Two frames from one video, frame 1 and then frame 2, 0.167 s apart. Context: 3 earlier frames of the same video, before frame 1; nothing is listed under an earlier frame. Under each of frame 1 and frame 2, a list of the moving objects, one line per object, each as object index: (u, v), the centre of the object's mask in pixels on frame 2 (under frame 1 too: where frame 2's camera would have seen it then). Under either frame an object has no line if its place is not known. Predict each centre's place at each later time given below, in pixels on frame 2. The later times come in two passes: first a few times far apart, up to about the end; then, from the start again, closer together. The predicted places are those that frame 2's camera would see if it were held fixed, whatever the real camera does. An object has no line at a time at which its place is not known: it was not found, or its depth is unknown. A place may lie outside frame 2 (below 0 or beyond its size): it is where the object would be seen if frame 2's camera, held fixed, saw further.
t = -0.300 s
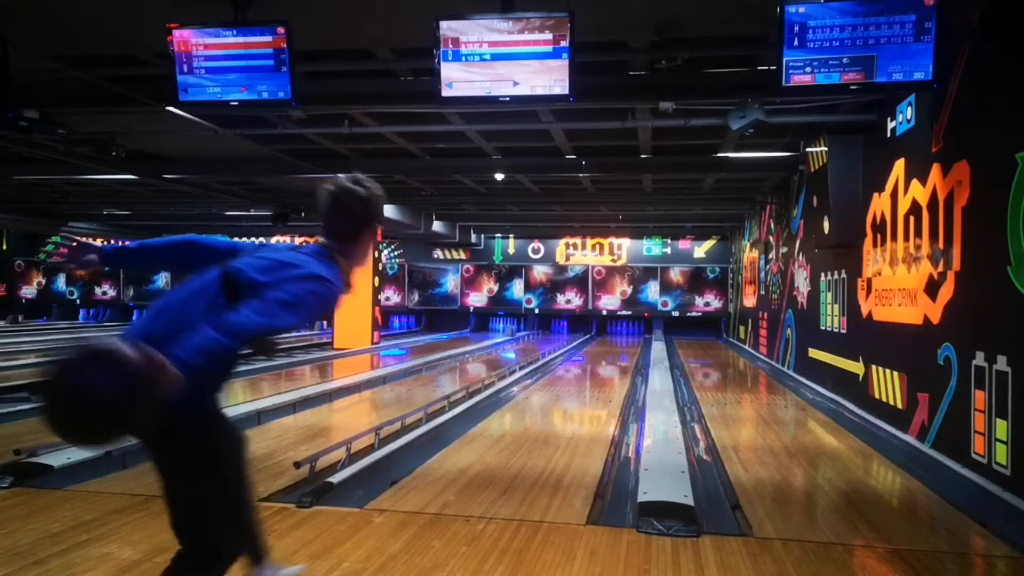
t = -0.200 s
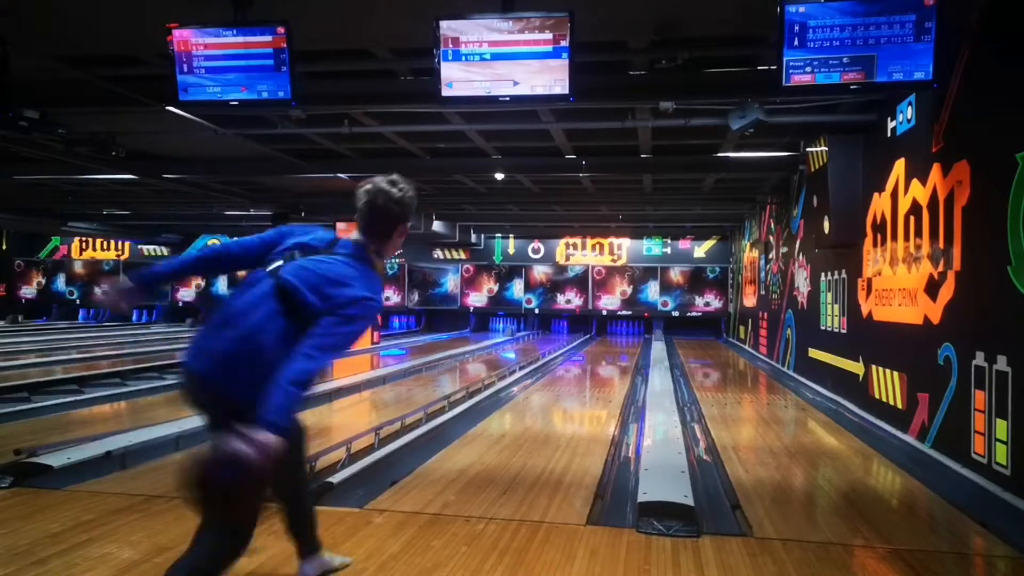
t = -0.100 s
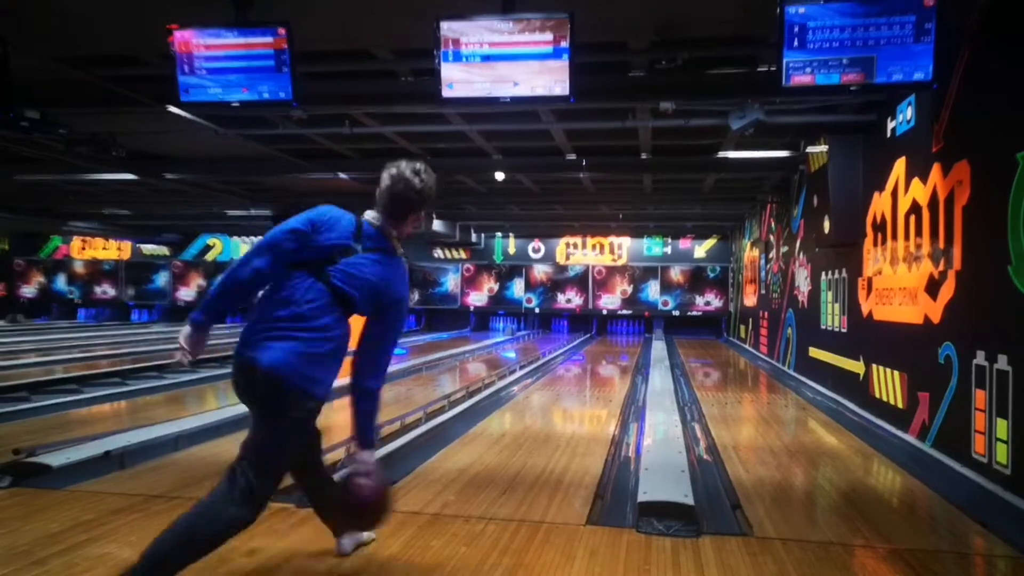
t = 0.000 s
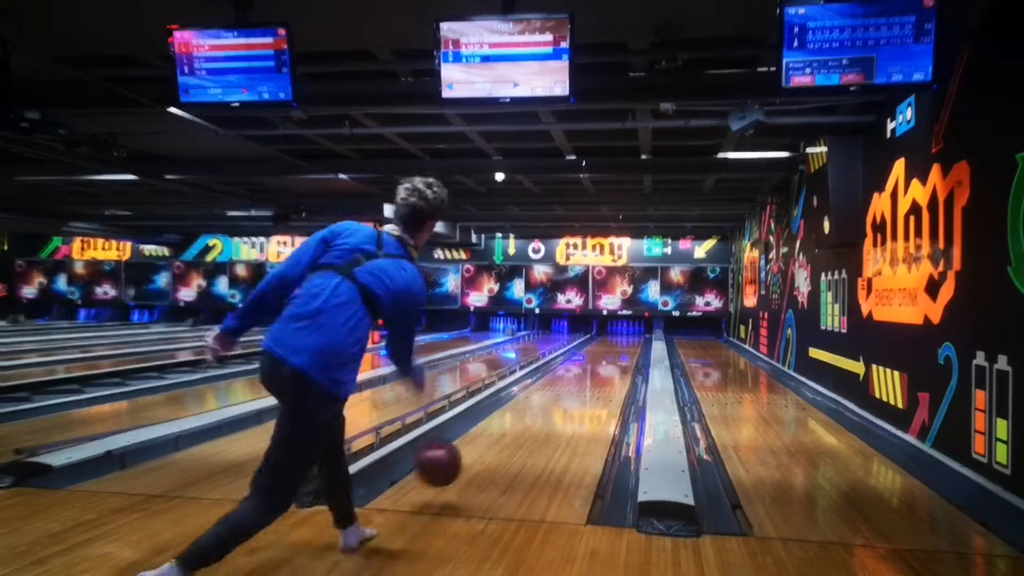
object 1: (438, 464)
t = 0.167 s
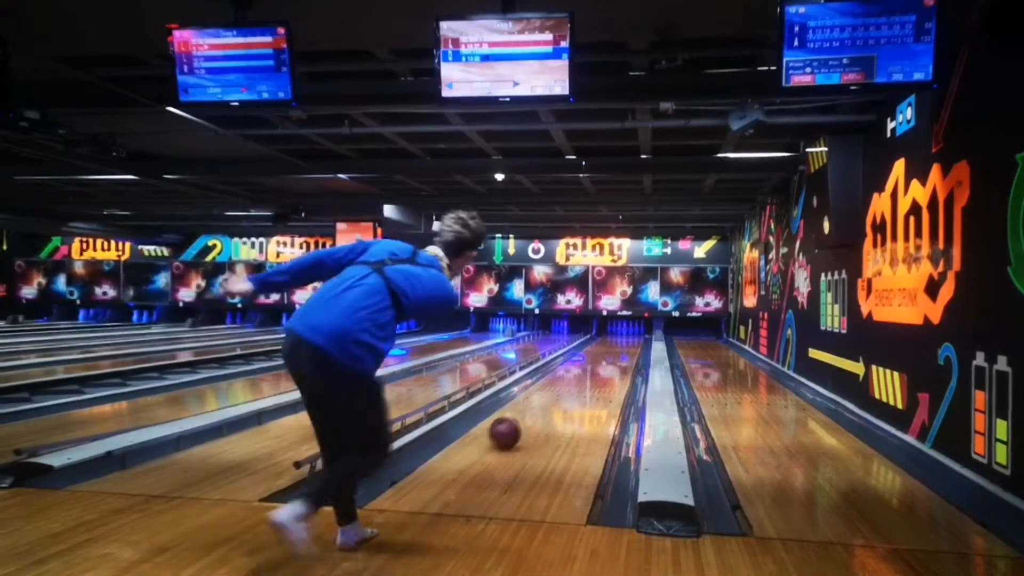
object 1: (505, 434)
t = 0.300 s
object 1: (535, 406)
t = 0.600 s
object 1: (571, 375)
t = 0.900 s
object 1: (591, 358)
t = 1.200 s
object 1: (602, 347)
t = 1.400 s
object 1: (607, 342)
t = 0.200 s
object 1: (514, 425)
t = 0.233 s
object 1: (521, 418)
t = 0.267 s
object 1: (528, 412)
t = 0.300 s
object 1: (535, 406)
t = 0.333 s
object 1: (540, 402)
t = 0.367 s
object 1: (545, 397)
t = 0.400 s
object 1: (550, 393)
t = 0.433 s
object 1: (554, 389)
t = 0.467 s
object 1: (558, 386)
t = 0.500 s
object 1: (561, 383)
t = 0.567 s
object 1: (568, 377)
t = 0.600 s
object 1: (571, 375)
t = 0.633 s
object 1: (574, 372)
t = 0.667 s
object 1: (576, 370)
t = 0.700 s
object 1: (579, 367)
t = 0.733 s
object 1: (581, 366)
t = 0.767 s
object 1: (583, 364)
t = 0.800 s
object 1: (585, 362)
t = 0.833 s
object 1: (587, 361)
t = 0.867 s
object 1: (589, 359)
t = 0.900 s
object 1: (591, 358)
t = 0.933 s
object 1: (592, 356)
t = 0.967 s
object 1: (593, 355)
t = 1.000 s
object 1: (595, 353)
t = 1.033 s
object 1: (596, 352)
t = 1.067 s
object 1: (597, 351)
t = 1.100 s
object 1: (599, 350)
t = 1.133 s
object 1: (600, 348)
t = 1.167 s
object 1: (601, 347)
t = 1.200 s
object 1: (602, 347)
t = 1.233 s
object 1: (603, 346)
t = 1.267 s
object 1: (604, 345)
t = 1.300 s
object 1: (604, 345)
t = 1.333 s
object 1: (605, 343)
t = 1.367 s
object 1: (606, 342)
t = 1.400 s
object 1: (607, 342)
